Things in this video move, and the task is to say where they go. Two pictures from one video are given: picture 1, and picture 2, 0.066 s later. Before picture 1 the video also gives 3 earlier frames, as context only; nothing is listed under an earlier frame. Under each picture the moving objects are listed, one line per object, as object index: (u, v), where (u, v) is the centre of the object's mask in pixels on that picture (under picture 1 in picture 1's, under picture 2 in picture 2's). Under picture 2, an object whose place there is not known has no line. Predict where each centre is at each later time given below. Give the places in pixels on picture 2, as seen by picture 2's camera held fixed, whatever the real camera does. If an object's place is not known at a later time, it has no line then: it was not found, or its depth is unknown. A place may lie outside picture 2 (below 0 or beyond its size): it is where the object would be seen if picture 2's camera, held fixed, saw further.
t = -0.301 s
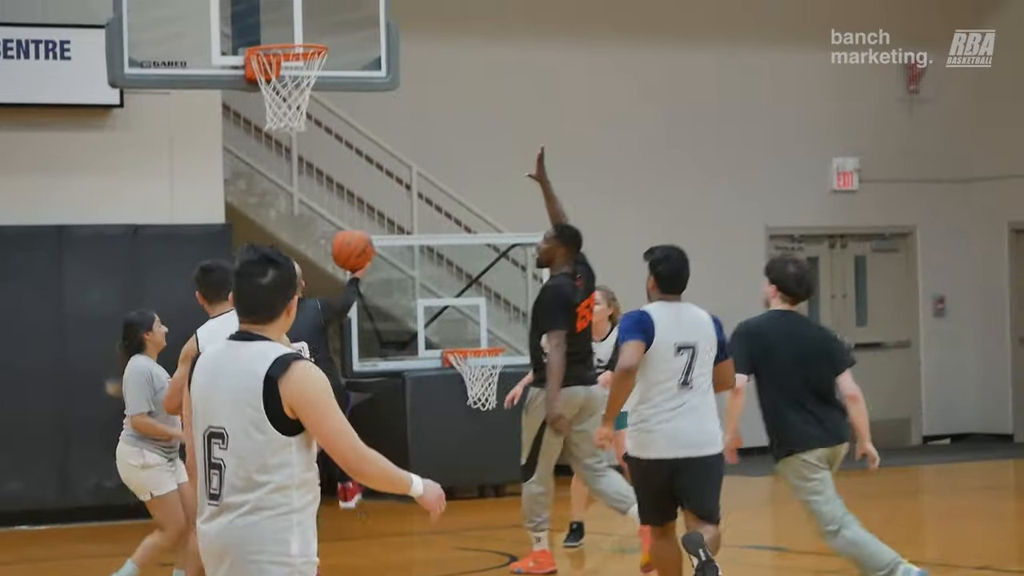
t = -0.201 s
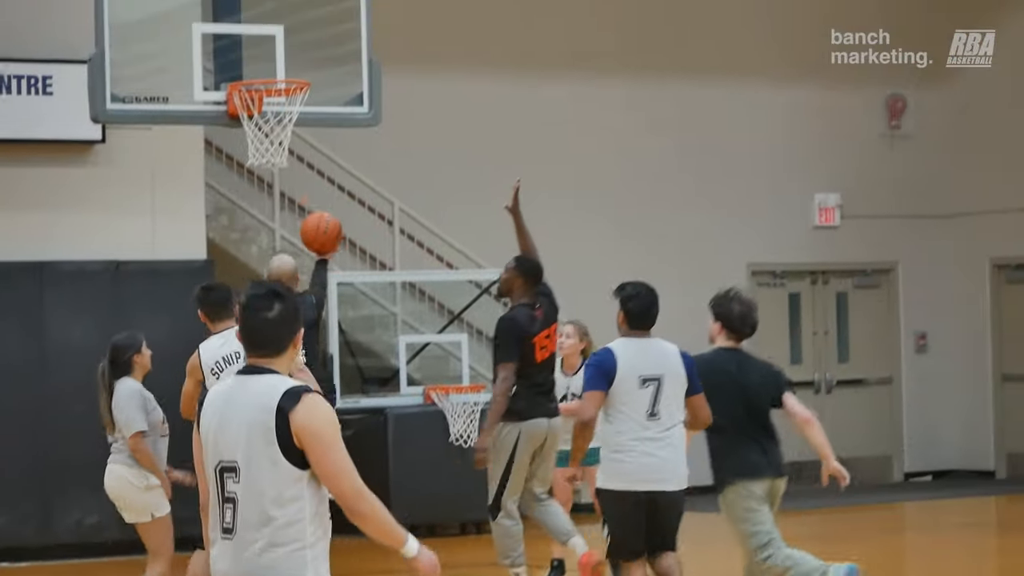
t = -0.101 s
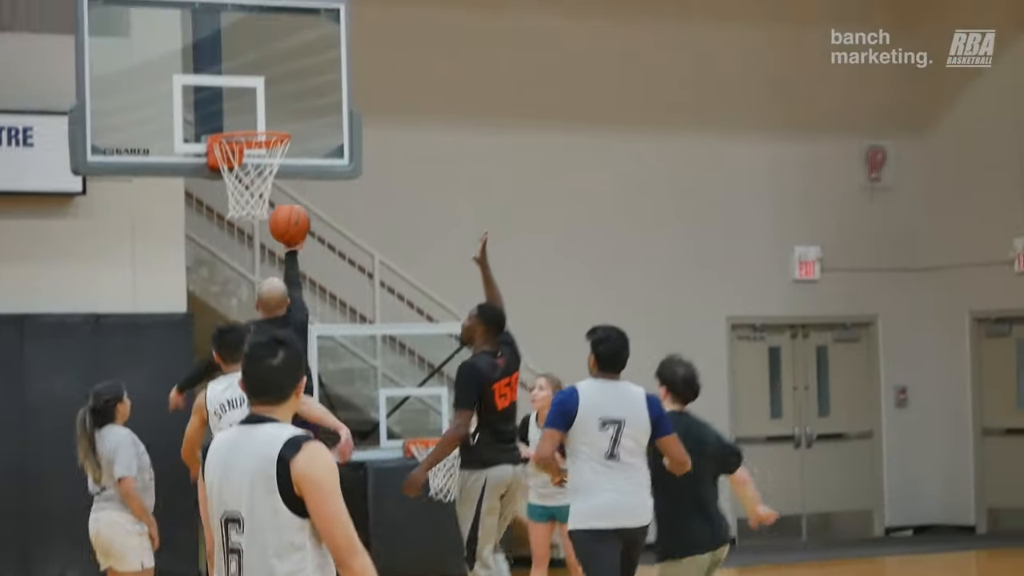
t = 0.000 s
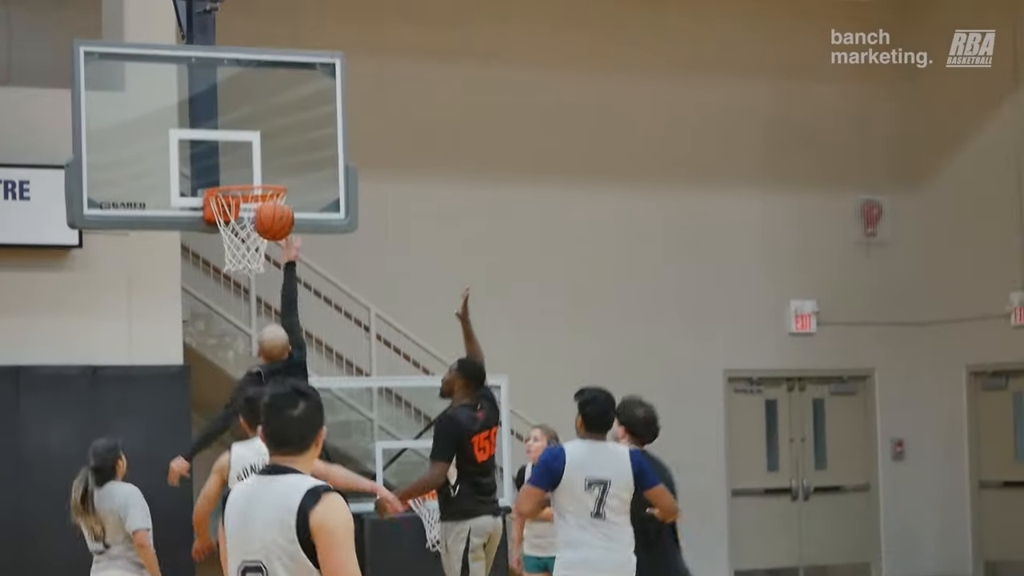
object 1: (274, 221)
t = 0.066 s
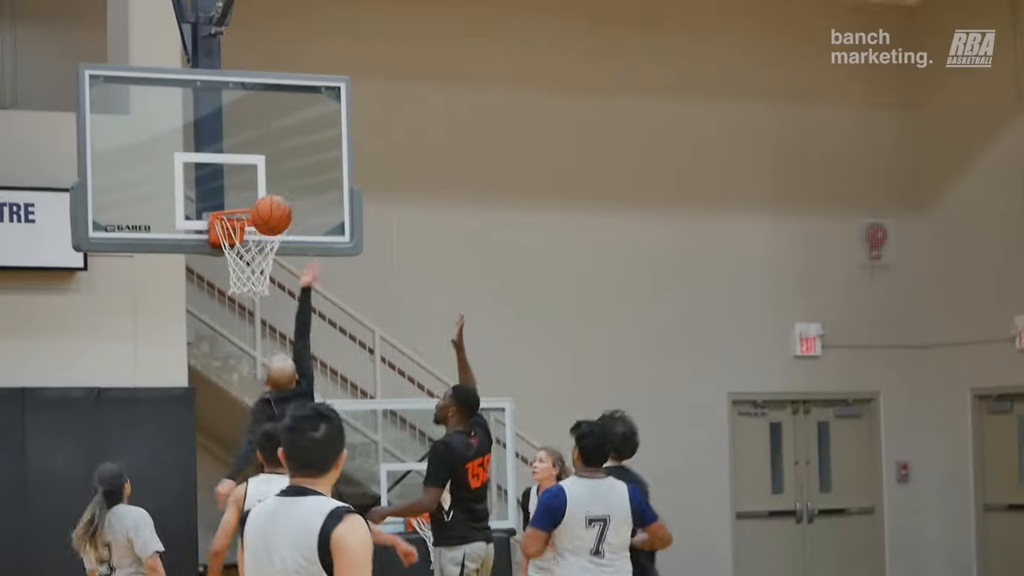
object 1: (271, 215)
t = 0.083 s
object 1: (269, 209)
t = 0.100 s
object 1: (267, 203)
